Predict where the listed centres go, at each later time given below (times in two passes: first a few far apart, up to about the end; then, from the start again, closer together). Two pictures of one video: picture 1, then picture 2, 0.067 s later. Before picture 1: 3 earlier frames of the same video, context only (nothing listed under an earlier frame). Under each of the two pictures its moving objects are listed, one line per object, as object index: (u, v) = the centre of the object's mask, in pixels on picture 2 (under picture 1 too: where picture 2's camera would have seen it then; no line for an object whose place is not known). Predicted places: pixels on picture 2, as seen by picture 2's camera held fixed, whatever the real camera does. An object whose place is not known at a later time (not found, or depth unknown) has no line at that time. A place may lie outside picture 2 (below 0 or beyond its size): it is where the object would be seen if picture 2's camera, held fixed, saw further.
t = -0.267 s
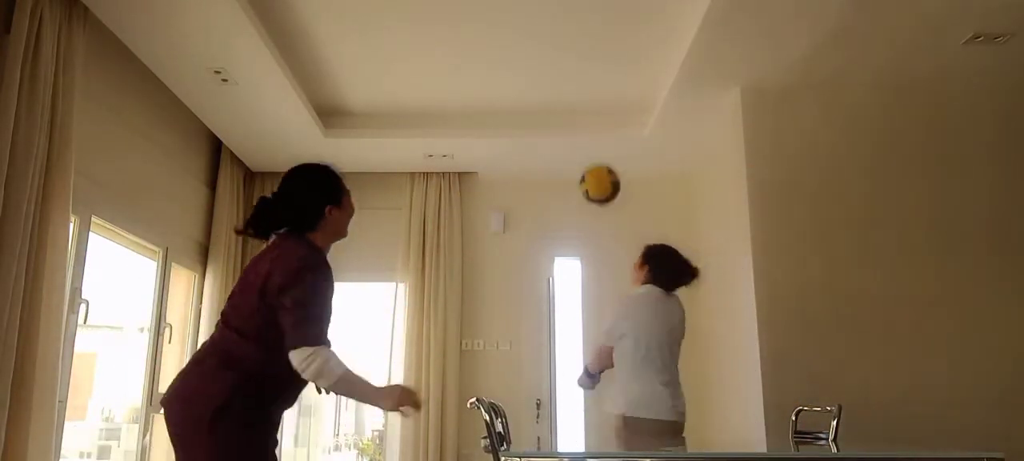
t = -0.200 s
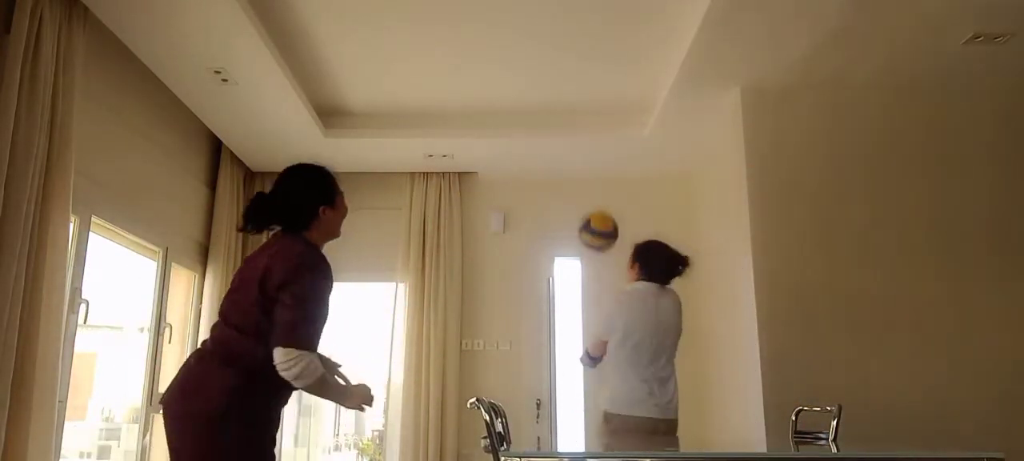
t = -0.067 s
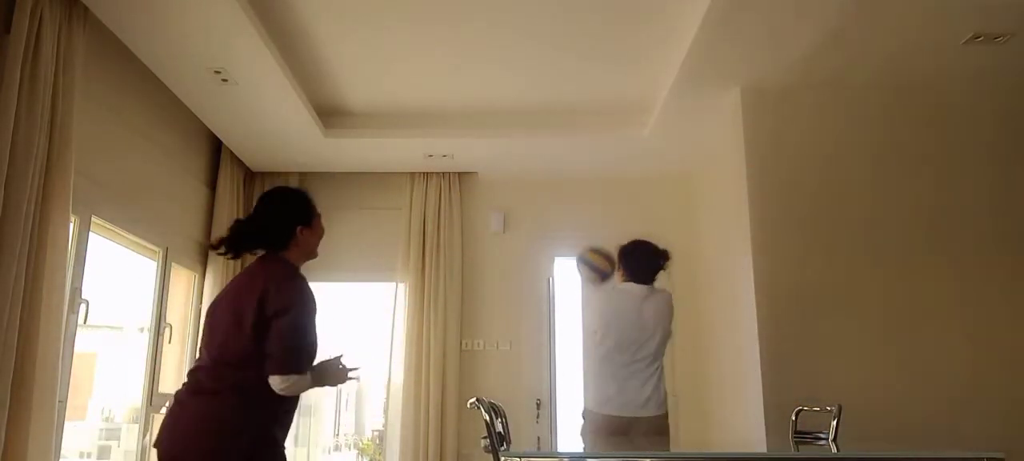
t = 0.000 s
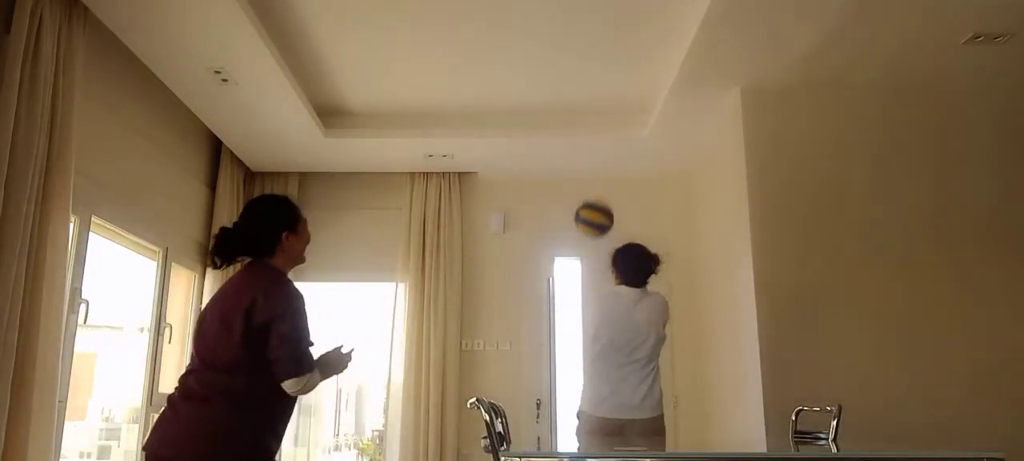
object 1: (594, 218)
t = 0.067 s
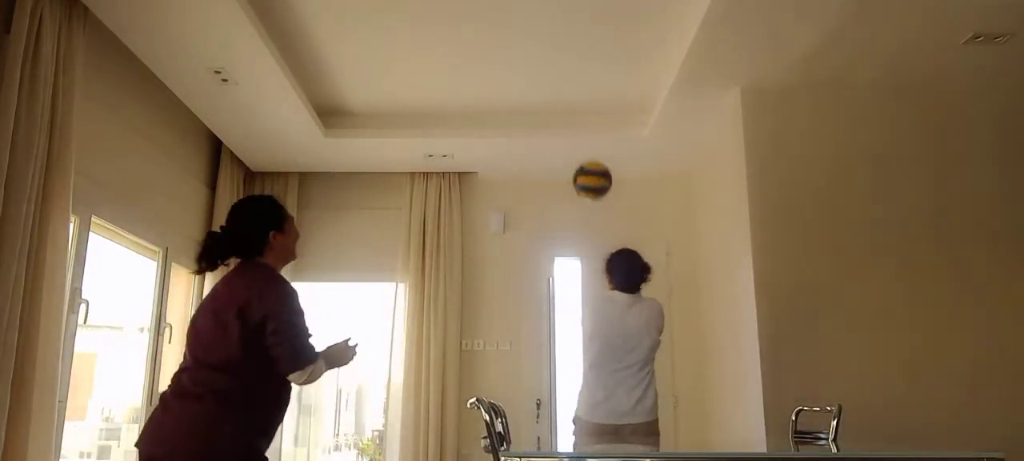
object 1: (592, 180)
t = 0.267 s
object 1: (587, 112)
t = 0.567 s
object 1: (584, 140)
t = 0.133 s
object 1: (590, 149)
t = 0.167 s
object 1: (590, 137)
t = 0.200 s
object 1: (589, 127)
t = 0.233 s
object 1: (588, 118)
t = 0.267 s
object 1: (587, 112)
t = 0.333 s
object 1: (586, 104)
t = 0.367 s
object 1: (586, 103)
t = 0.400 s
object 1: (586, 104)
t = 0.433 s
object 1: (585, 107)
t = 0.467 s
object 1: (585, 112)
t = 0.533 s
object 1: (584, 128)
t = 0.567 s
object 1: (584, 140)
